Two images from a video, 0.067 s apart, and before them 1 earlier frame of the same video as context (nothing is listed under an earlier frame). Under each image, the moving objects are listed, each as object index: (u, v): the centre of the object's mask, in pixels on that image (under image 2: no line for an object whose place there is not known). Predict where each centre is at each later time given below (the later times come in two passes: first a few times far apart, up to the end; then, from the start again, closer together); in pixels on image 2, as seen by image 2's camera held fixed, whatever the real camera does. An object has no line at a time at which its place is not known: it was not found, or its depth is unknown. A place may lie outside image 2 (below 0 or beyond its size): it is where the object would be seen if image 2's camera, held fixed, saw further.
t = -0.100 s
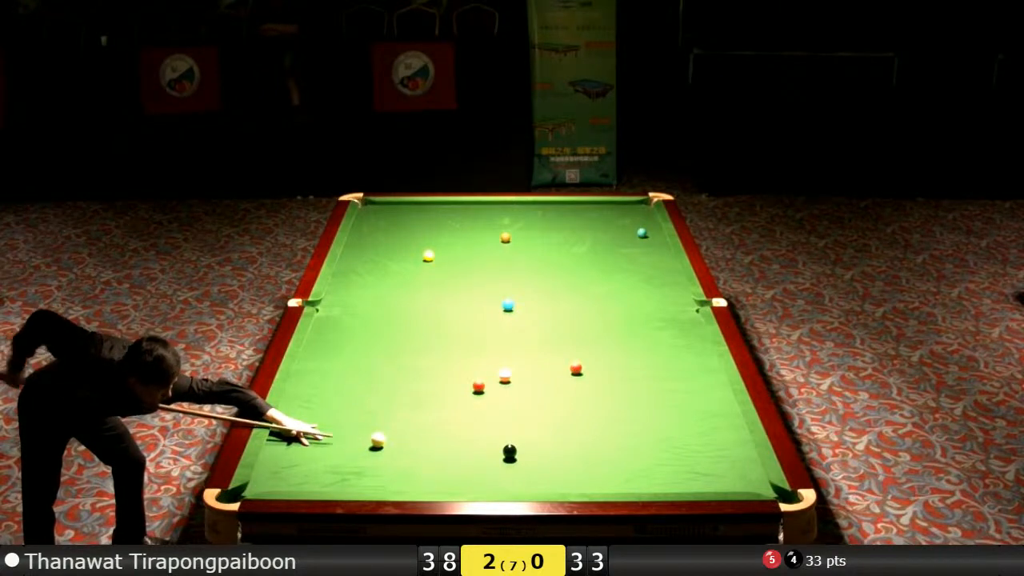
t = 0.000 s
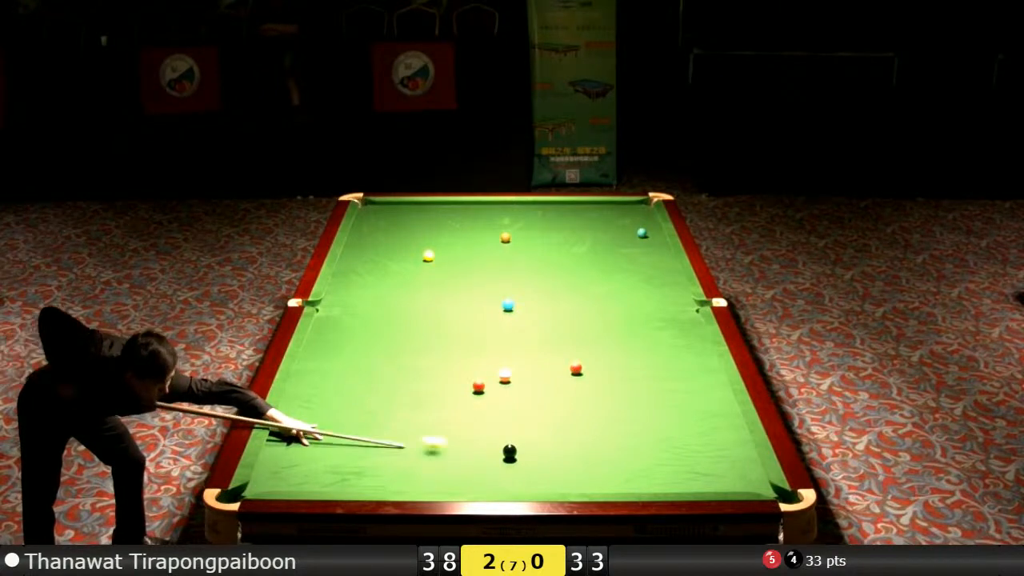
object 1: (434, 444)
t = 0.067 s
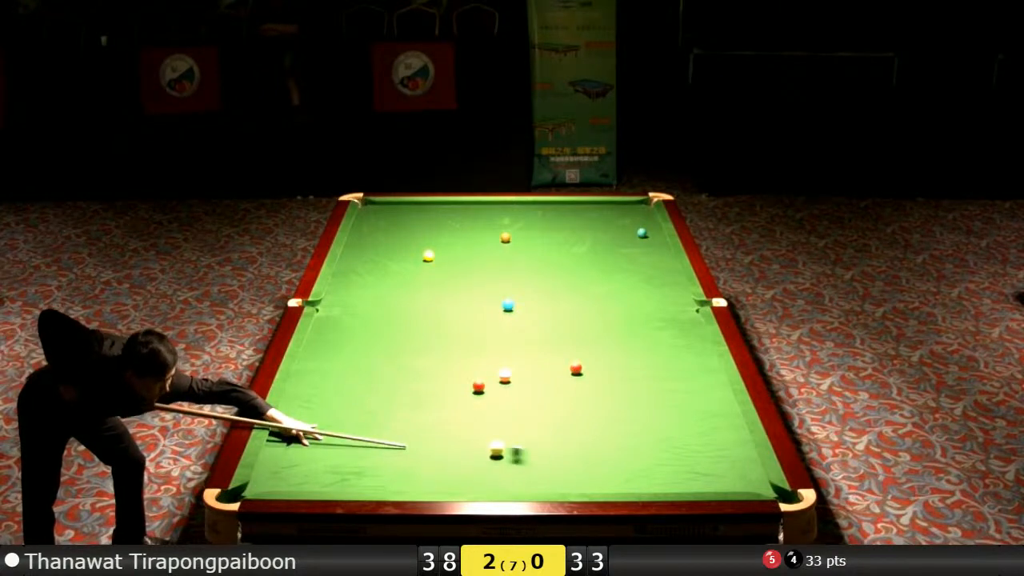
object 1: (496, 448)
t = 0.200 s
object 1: (502, 442)
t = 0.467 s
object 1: (491, 429)
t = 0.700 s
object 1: (481, 420)
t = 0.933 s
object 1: (469, 409)
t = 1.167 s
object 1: (461, 402)
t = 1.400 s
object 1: (451, 394)
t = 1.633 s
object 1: (442, 387)
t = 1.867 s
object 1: (436, 382)
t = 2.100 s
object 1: (428, 374)
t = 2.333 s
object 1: (423, 370)
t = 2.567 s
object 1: (416, 365)
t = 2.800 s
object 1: (413, 361)
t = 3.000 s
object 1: (408, 358)
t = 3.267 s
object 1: (402, 353)
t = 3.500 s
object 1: (401, 351)
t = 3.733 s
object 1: (398, 348)
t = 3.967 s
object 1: (396, 346)
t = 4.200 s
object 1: (394, 344)
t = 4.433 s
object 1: (393, 342)
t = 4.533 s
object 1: (392, 341)
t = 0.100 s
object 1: (498, 447)
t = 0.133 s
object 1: (500, 446)
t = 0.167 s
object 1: (501, 443)
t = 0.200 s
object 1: (502, 442)
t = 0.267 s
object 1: (502, 440)
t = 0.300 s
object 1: (501, 438)
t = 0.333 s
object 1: (501, 437)
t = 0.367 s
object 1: (498, 435)
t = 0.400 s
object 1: (495, 432)
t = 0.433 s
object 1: (493, 430)
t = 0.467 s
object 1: (491, 429)
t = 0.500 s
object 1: (490, 427)
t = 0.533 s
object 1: (488, 426)
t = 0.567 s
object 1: (486, 424)
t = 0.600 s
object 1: (485, 423)
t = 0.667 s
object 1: (483, 421)
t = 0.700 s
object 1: (481, 420)
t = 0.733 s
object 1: (480, 419)
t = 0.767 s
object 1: (478, 417)
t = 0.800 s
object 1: (476, 416)
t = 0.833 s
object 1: (474, 413)
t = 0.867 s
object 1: (472, 412)
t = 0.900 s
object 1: (471, 410)
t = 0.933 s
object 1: (469, 409)
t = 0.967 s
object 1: (467, 408)
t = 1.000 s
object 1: (467, 407)
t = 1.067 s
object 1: (465, 406)
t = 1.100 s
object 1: (463, 404)
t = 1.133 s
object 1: (463, 404)
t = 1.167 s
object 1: (461, 402)
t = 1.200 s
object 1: (459, 401)
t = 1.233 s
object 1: (457, 399)
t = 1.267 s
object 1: (455, 397)
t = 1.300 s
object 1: (454, 397)
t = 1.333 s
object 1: (453, 396)
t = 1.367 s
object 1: (452, 394)
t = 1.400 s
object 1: (451, 394)
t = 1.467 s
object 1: (449, 392)
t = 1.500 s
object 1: (448, 392)
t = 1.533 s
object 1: (447, 391)
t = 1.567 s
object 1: (446, 389)
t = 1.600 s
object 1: (444, 388)
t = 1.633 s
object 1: (442, 387)
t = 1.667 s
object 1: (441, 385)
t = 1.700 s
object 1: (441, 385)
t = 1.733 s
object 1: (439, 384)
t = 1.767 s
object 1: (438, 383)
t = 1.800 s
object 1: (437, 383)
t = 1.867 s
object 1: (436, 382)
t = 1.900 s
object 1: (434, 381)
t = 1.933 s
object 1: (434, 380)
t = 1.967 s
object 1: (433, 379)
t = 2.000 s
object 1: (431, 377)
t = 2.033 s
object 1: (430, 376)
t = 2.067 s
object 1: (429, 375)
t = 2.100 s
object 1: (428, 374)
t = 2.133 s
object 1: (427, 374)
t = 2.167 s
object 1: (426, 372)
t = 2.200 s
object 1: (426, 373)
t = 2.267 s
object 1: (425, 372)
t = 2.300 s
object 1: (424, 371)
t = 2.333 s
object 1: (423, 370)
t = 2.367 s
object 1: (423, 369)
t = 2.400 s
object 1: (421, 369)
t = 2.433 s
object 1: (420, 367)
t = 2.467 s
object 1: (419, 366)
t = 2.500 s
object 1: (418, 366)
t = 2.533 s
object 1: (417, 366)
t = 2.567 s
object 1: (416, 365)
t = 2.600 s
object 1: (416, 364)
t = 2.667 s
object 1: (415, 363)
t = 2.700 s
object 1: (415, 363)
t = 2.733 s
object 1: (414, 362)
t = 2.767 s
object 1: (413, 361)
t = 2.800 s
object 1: (413, 361)
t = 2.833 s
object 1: (411, 360)
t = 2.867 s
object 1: (410, 360)
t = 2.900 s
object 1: (410, 359)
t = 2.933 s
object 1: (410, 359)
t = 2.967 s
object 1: (409, 358)
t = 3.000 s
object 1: (408, 358)
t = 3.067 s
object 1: (408, 357)
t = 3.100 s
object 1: (407, 356)
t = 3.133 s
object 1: (407, 356)
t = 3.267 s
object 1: (402, 353)
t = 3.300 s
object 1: (403, 353)
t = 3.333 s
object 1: (403, 353)
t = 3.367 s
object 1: (402, 352)
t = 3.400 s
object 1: (402, 352)
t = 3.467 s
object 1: (402, 351)
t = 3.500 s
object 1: (401, 351)
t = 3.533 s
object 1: (401, 351)
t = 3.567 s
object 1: (400, 350)
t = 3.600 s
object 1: (400, 349)
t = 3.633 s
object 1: (399, 349)
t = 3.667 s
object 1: (399, 348)
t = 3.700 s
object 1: (399, 348)
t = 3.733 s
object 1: (398, 348)
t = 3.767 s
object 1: (398, 347)
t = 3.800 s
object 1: (397, 347)
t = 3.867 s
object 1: (397, 346)
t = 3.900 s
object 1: (397, 346)
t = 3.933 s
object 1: (396, 346)
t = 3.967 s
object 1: (396, 346)
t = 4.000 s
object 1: (396, 345)
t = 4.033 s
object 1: (395, 345)
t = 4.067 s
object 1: (395, 344)
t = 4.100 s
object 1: (395, 344)
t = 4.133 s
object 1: (395, 344)
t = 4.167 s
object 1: (395, 343)
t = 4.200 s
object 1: (394, 344)
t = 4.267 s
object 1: (394, 343)
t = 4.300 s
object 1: (394, 343)
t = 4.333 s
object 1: (394, 343)
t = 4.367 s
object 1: (394, 343)
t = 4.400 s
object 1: (393, 343)
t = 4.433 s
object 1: (393, 342)
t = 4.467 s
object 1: (393, 342)
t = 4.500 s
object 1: (393, 342)
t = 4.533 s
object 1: (392, 341)
